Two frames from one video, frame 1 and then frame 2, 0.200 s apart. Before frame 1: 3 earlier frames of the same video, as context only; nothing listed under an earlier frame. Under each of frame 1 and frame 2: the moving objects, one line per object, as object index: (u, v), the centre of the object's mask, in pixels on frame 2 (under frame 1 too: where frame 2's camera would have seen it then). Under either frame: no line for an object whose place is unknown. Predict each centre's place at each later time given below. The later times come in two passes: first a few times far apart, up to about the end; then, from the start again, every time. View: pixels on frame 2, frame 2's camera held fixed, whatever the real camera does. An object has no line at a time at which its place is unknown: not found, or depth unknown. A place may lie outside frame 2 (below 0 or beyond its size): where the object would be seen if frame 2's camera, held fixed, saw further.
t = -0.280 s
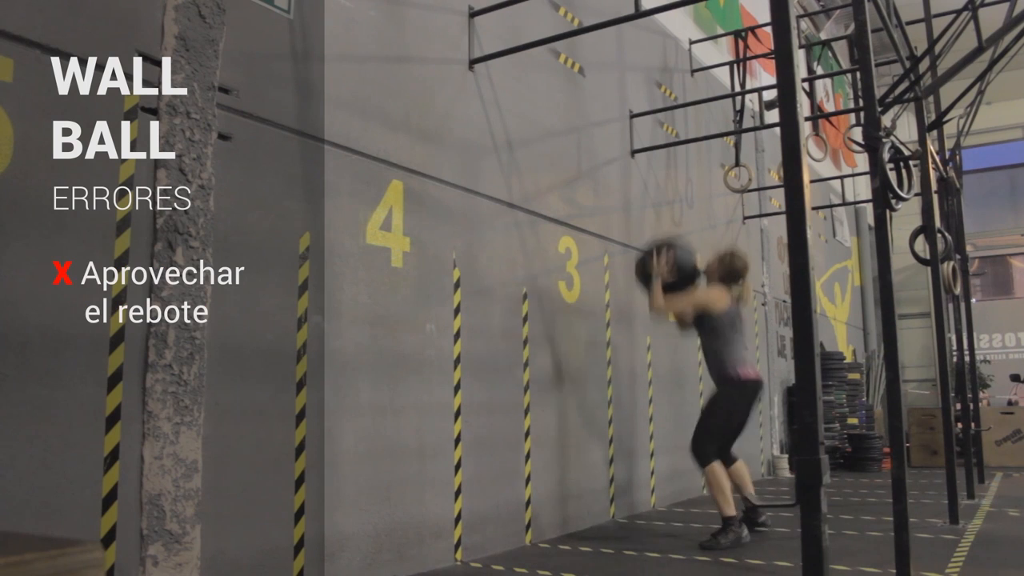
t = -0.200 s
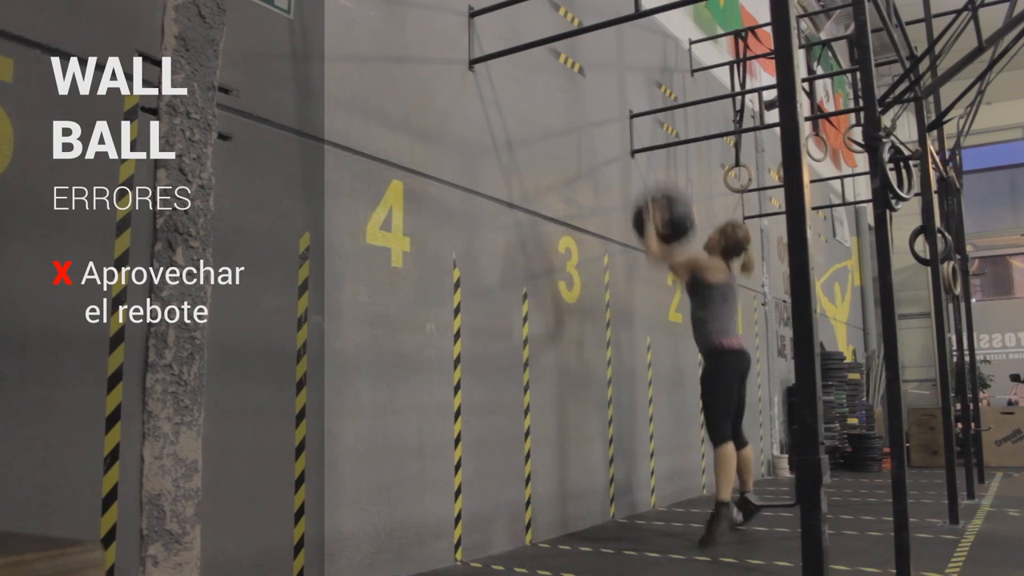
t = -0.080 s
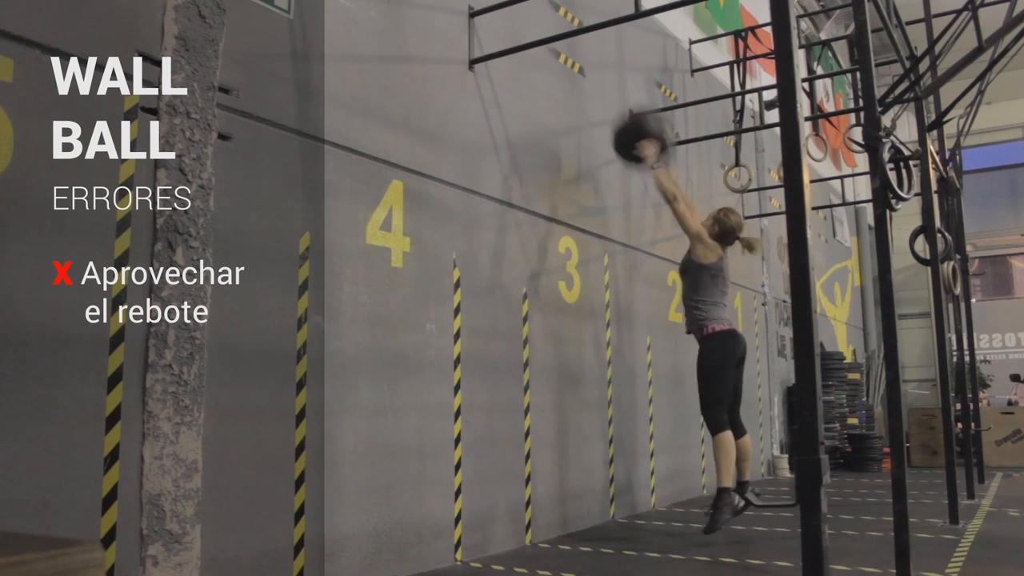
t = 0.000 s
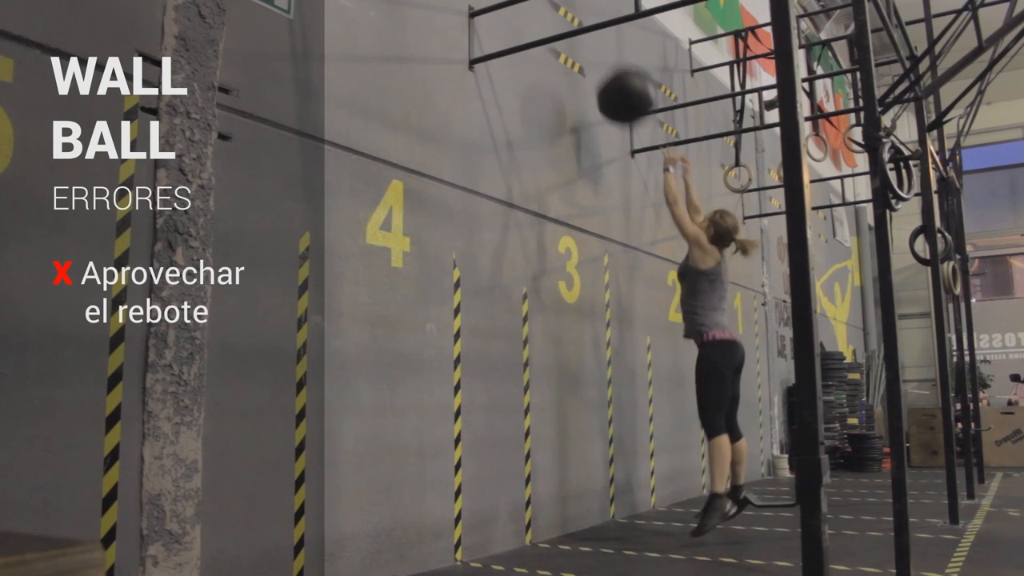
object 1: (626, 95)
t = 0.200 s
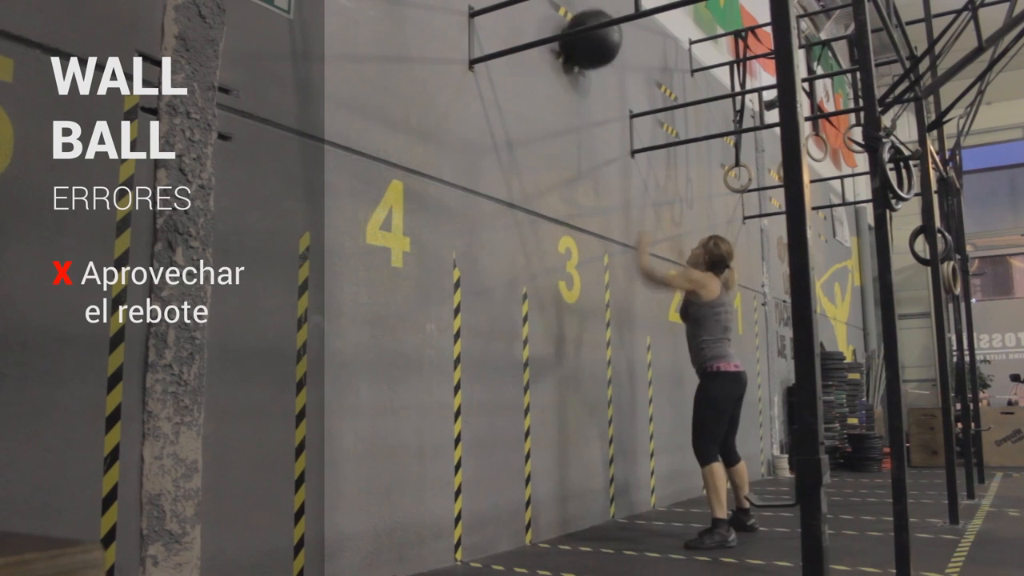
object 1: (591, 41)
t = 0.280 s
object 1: (597, 31)
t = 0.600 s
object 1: (628, 89)
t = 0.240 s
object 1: (592, 36)
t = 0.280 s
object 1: (597, 31)
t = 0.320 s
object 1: (600, 30)
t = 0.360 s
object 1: (604, 31)
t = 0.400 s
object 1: (607, 35)
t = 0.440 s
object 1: (613, 46)
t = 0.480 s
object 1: (616, 50)
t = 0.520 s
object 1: (619, 59)
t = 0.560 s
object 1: (623, 73)
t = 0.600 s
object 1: (628, 89)
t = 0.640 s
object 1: (632, 110)
